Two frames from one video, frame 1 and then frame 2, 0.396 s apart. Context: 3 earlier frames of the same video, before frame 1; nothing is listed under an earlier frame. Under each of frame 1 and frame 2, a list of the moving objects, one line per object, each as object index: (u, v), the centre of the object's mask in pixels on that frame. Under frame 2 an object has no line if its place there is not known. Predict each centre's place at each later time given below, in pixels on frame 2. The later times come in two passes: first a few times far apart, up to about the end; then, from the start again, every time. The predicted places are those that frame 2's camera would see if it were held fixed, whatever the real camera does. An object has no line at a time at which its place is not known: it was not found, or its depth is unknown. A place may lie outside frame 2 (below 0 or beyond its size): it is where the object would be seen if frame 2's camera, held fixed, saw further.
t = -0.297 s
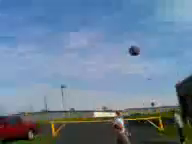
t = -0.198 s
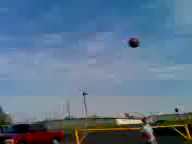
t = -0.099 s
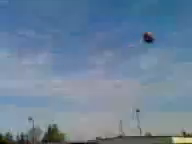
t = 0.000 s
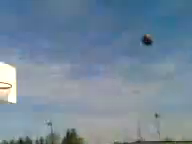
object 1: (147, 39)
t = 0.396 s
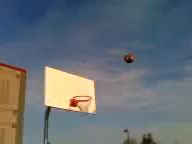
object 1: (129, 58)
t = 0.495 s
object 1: (116, 66)
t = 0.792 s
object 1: (82, 83)
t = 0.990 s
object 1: (77, 82)
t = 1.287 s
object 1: (86, 91)
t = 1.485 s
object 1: (86, 87)
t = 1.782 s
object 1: (84, 96)
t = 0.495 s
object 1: (116, 66)
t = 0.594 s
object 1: (93, 89)
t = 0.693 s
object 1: (88, 90)
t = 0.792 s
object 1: (82, 83)
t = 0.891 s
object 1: (79, 82)
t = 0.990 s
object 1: (77, 82)
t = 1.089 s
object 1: (78, 82)
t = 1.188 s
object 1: (83, 86)
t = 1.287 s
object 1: (86, 91)
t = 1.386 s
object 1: (86, 90)
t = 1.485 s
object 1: (86, 87)
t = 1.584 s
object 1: (86, 88)
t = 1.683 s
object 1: (86, 93)
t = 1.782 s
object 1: (84, 96)
